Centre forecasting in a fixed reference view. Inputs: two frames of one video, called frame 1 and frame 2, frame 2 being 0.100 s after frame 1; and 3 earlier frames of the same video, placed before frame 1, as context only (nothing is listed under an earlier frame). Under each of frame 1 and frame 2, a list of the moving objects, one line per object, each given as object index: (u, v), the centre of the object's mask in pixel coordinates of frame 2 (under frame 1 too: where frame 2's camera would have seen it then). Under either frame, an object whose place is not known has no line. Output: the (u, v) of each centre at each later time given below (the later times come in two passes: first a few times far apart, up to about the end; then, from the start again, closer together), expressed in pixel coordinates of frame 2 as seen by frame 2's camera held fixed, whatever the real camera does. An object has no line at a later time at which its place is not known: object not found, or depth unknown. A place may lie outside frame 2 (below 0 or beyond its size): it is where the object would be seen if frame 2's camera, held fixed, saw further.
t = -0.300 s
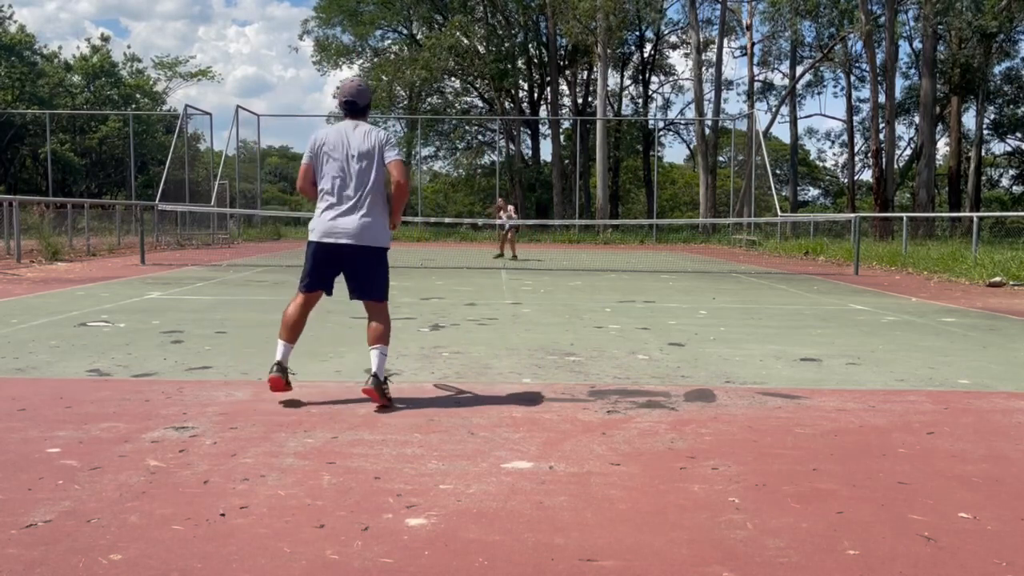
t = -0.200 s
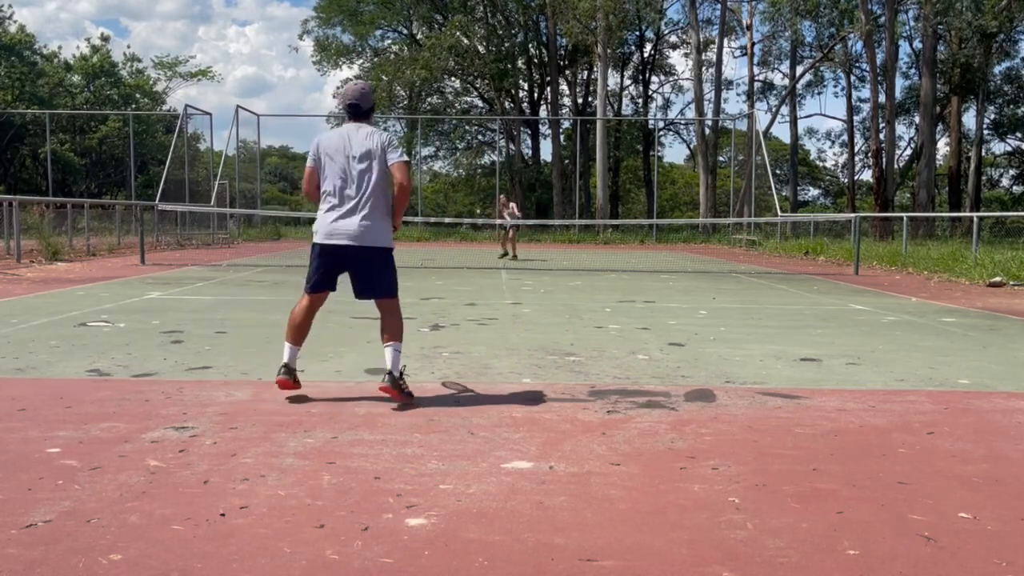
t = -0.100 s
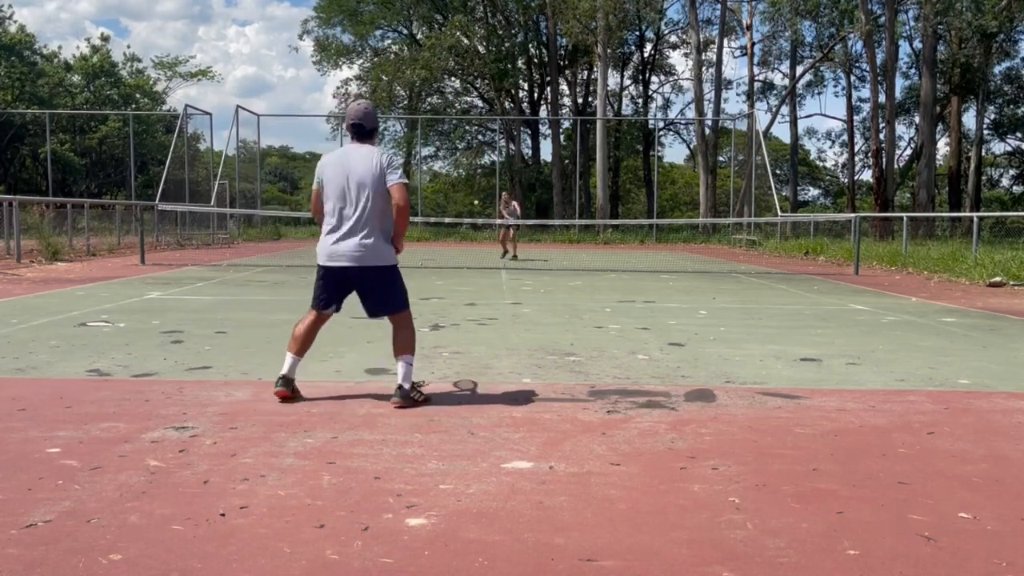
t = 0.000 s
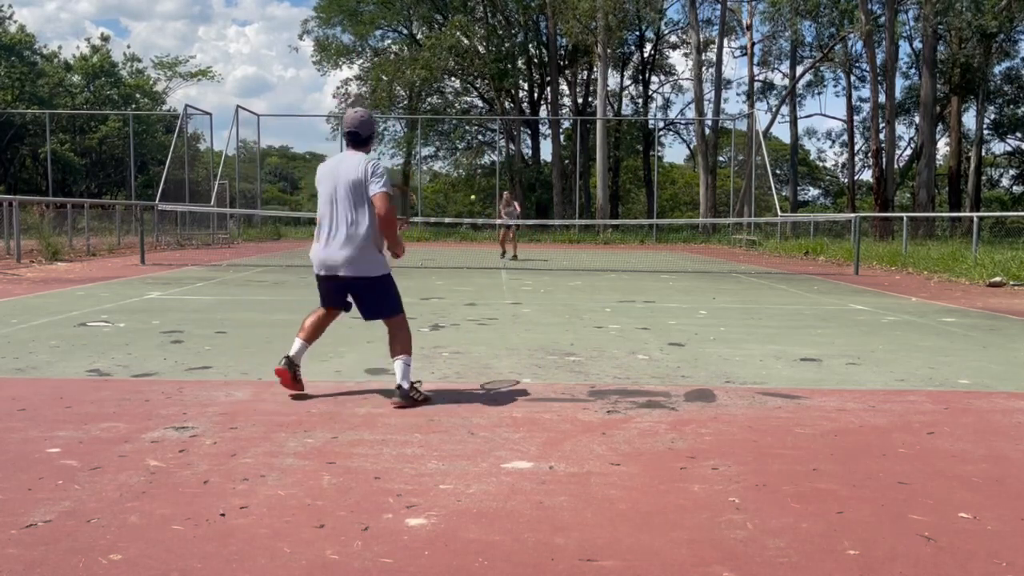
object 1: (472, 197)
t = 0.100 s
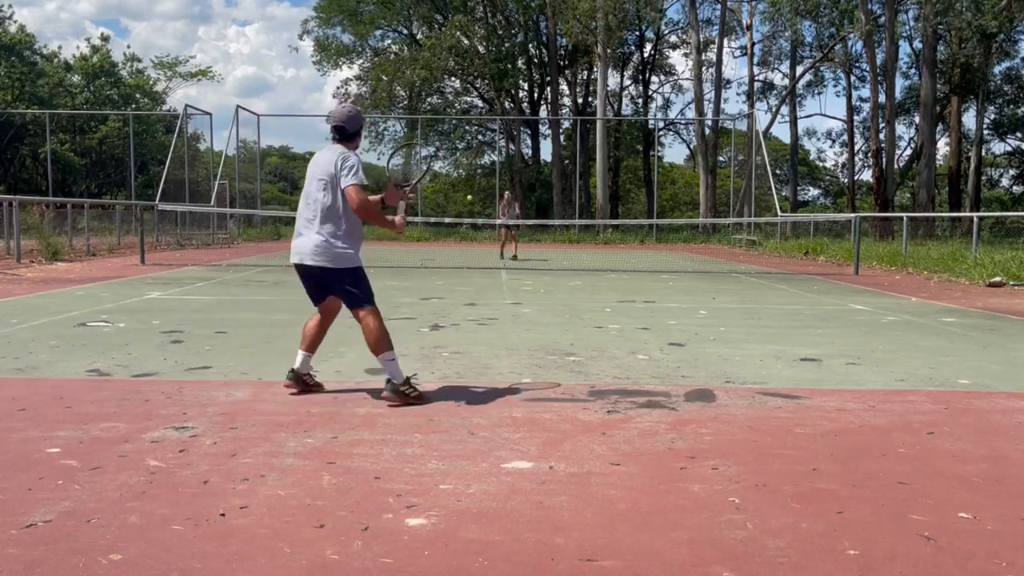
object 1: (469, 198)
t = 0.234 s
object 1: (463, 208)
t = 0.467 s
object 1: (448, 274)
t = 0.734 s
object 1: (418, 282)
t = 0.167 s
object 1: (466, 202)
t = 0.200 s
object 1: (465, 205)
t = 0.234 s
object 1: (463, 208)
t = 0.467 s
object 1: (448, 274)
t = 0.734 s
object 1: (418, 282)
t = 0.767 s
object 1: (414, 275)
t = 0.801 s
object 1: (409, 270)
